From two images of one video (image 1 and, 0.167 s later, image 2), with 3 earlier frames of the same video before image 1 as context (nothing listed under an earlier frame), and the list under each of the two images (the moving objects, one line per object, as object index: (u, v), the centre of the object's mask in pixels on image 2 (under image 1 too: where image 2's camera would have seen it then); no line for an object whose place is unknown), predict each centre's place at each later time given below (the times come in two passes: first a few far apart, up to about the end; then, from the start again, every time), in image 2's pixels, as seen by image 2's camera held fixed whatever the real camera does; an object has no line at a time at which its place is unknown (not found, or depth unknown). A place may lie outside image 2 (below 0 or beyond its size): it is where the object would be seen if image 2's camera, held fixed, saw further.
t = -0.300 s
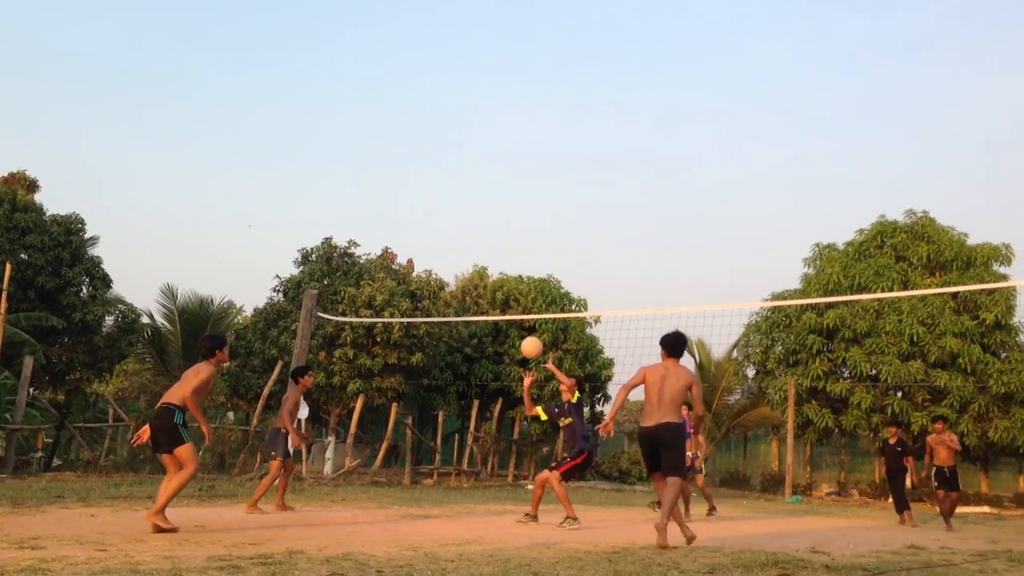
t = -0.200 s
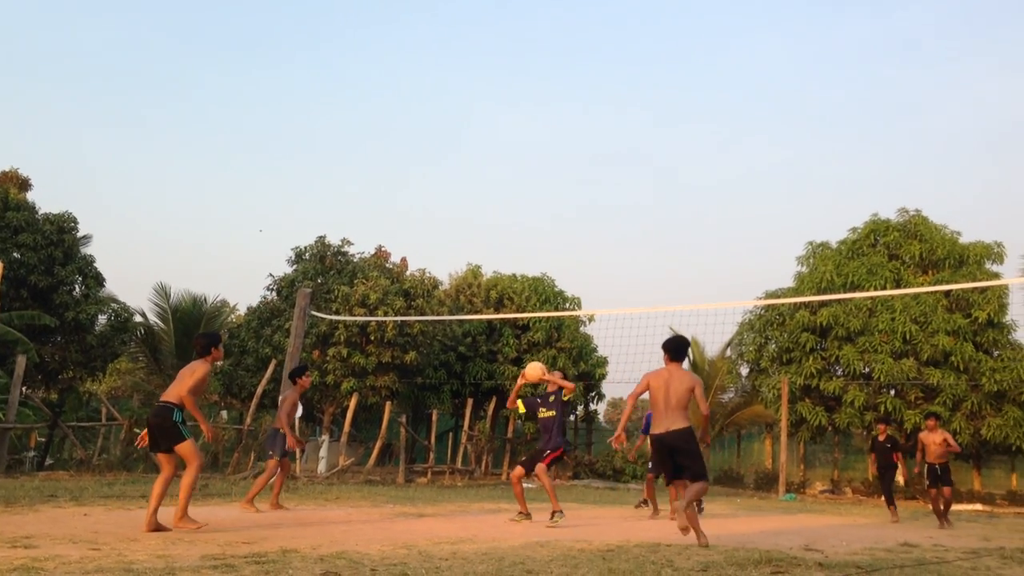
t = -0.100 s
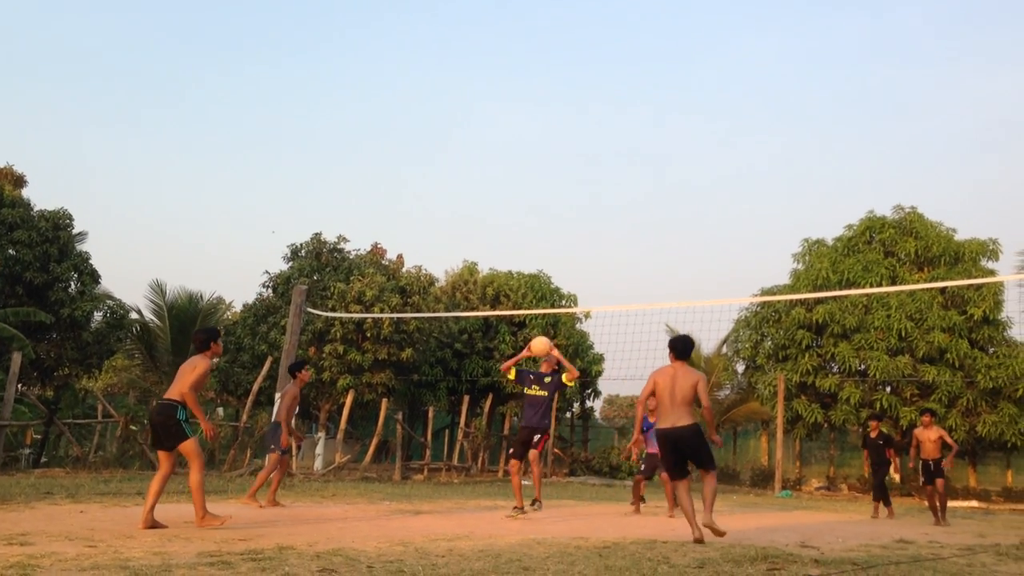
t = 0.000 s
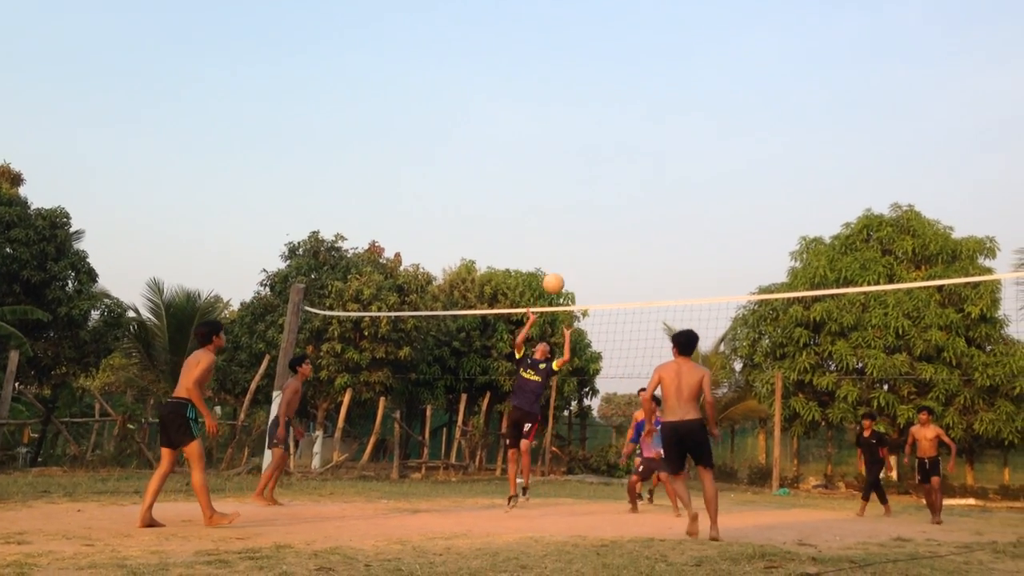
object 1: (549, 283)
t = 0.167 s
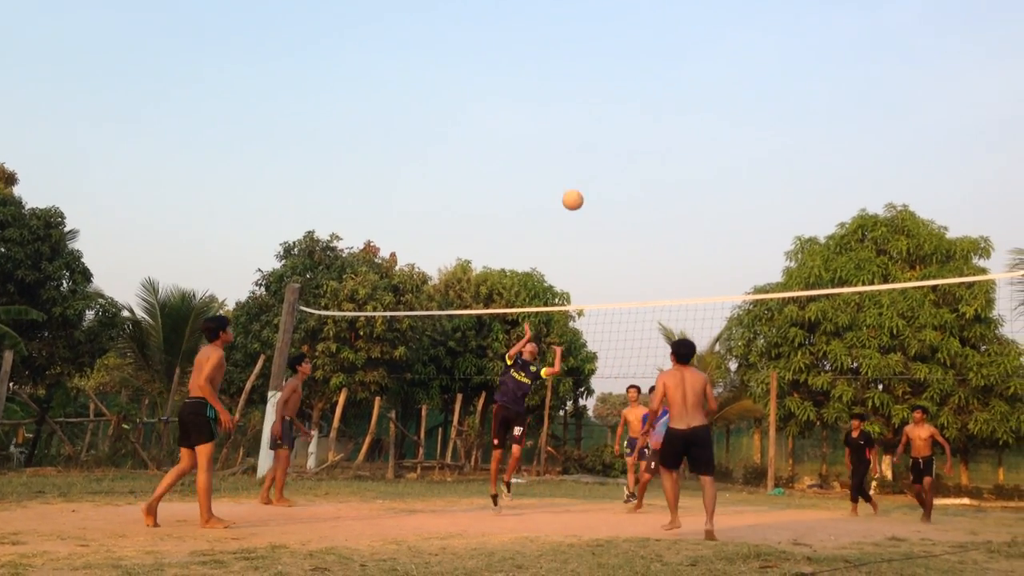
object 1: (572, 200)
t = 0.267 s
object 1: (586, 163)
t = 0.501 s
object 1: (617, 113)
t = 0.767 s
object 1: (651, 119)
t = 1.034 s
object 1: (684, 197)
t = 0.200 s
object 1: (577, 186)
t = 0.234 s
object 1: (581, 174)
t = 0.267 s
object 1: (586, 163)
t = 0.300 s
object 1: (591, 152)
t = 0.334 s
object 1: (595, 143)
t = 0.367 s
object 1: (599, 135)
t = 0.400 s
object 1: (604, 128)
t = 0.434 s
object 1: (609, 122)
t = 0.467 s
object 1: (613, 117)
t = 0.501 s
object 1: (617, 113)
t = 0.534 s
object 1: (622, 110)
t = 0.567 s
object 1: (626, 108)
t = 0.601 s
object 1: (631, 107)
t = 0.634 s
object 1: (635, 107)
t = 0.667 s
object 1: (639, 108)
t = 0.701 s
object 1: (643, 111)
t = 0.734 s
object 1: (647, 114)
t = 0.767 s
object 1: (651, 119)
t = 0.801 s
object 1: (655, 125)
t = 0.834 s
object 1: (660, 132)
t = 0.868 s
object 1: (664, 140)
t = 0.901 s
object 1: (667, 150)
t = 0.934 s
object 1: (671, 160)
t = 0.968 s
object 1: (676, 171)
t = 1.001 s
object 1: (680, 183)
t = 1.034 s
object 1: (684, 197)
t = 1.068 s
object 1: (688, 212)
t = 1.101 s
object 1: (692, 229)
